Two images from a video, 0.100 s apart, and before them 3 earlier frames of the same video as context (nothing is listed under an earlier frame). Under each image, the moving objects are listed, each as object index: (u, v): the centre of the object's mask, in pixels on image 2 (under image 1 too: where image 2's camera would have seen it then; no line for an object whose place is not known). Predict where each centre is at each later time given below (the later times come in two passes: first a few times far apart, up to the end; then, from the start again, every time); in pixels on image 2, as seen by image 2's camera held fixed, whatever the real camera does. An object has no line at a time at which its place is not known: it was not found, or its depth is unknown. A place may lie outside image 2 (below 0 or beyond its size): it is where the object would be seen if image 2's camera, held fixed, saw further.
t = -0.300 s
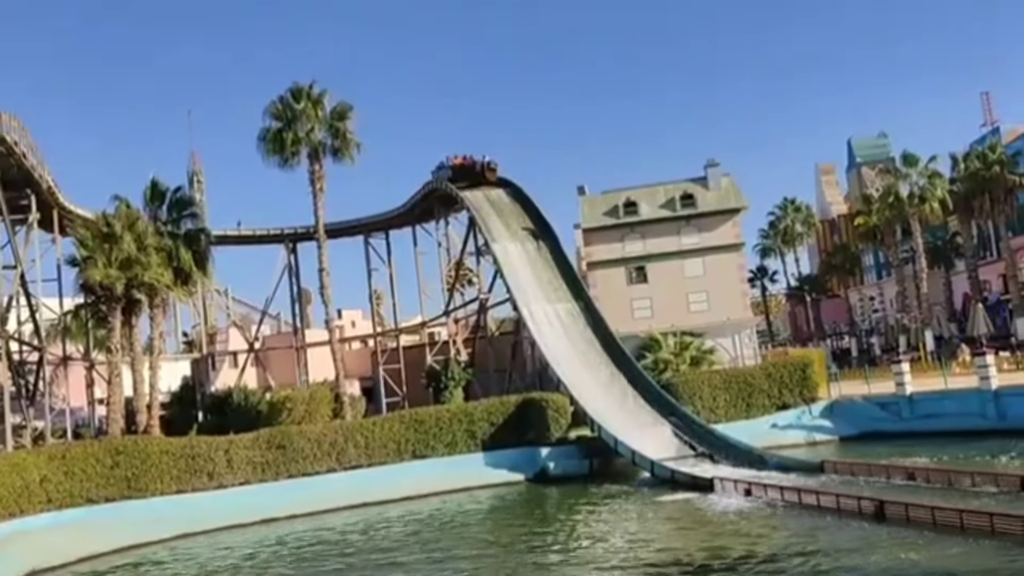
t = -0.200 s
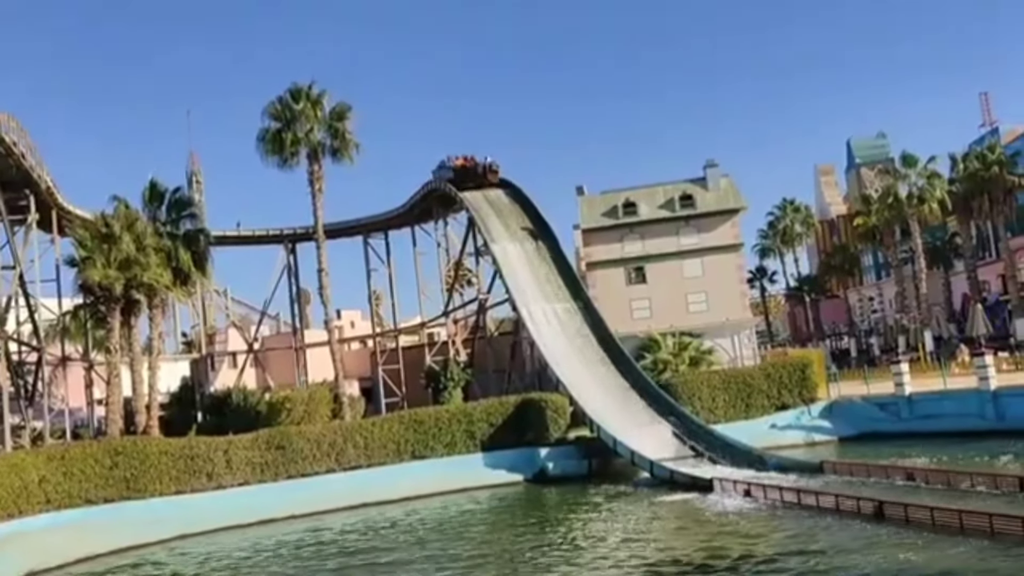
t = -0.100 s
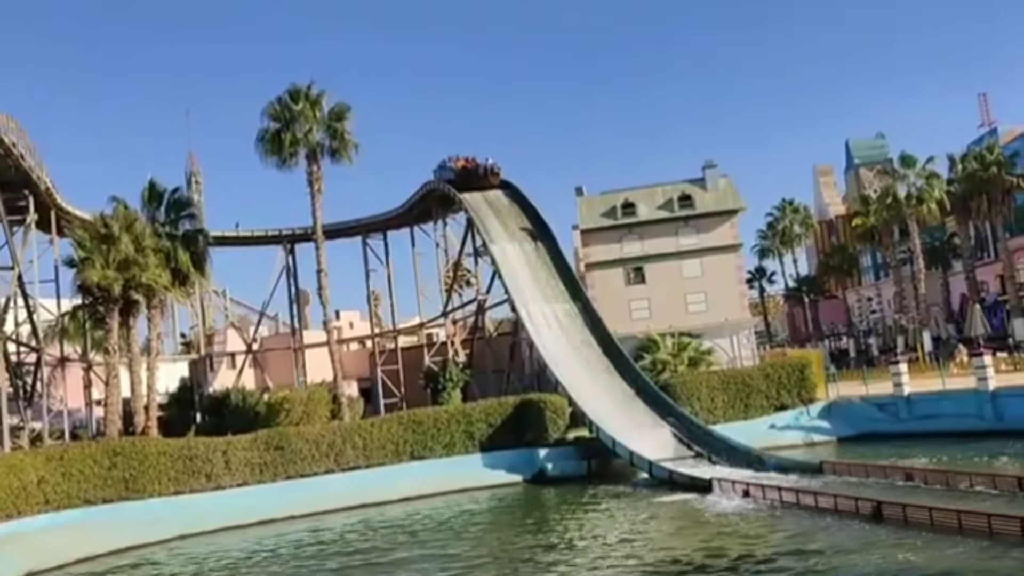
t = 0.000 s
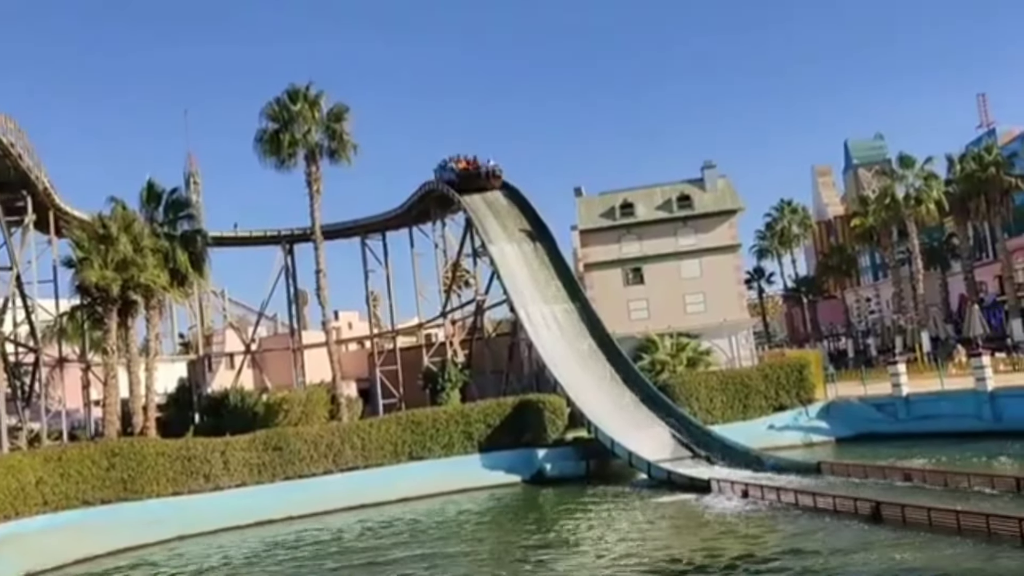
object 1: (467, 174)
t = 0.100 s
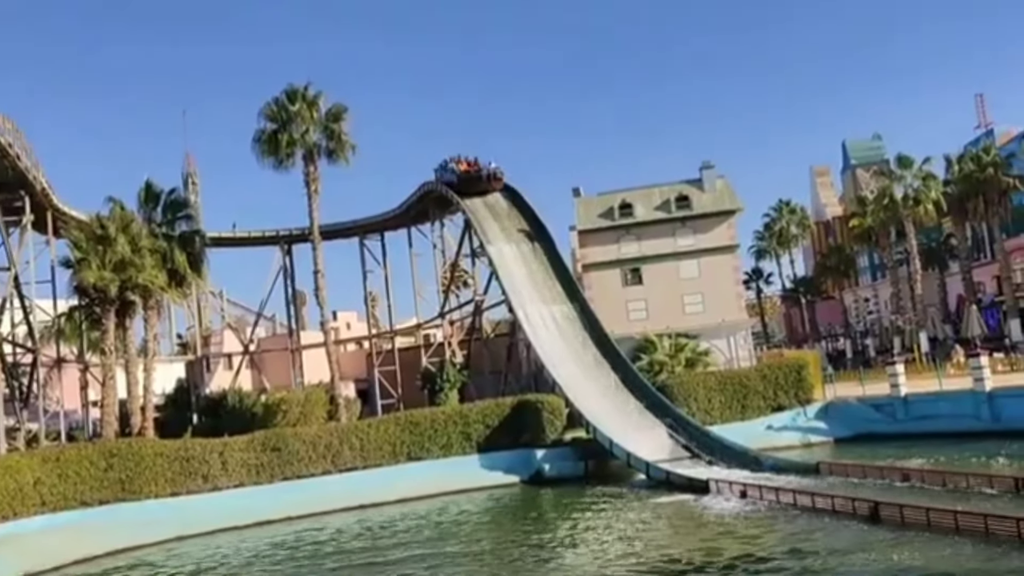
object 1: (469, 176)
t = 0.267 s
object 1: (474, 179)
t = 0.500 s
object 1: (482, 185)
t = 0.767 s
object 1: (494, 199)
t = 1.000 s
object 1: (507, 217)
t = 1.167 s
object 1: (520, 237)
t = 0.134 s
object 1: (470, 176)
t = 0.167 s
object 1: (471, 176)
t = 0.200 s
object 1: (472, 177)
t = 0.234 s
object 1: (473, 178)
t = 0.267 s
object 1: (474, 179)
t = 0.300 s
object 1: (476, 179)
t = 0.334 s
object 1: (476, 180)
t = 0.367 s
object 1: (476, 181)
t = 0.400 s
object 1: (478, 182)
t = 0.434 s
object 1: (479, 183)
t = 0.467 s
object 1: (480, 184)
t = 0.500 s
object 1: (482, 185)
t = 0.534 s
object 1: (484, 186)
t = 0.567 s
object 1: (484, 188)
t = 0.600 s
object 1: (486, 190)
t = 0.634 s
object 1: (487, 191)
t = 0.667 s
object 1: (489, 193)
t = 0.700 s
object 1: (490, 195)
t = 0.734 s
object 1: (491, 197)
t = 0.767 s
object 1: (494, 199)
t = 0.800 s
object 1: (495, 200)
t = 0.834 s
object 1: (497, 203)
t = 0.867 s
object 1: (499, 206)
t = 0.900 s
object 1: (501, 208)
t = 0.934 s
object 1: (503, 211)
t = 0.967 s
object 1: (505, 214)
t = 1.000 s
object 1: (507, 217)
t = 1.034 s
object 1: (509, 219)
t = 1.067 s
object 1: (512, 223)
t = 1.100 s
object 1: (514, 227)
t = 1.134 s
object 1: (518, 232)
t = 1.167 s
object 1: (520, 237)
